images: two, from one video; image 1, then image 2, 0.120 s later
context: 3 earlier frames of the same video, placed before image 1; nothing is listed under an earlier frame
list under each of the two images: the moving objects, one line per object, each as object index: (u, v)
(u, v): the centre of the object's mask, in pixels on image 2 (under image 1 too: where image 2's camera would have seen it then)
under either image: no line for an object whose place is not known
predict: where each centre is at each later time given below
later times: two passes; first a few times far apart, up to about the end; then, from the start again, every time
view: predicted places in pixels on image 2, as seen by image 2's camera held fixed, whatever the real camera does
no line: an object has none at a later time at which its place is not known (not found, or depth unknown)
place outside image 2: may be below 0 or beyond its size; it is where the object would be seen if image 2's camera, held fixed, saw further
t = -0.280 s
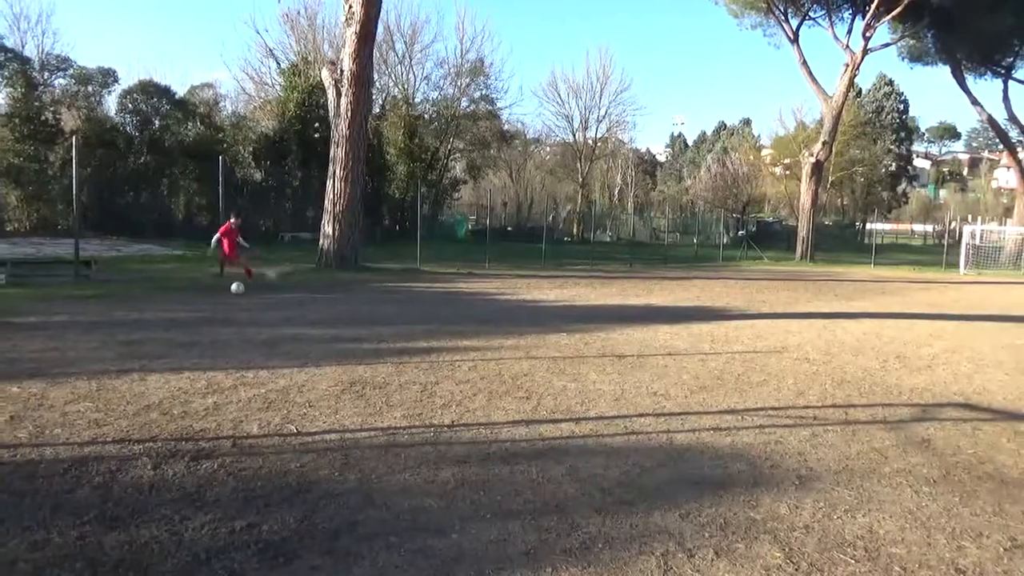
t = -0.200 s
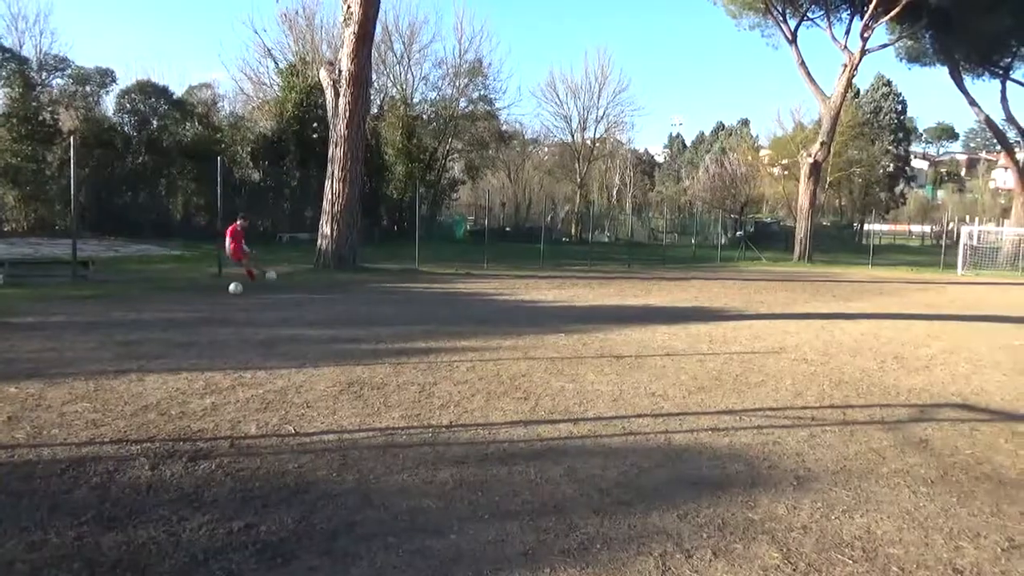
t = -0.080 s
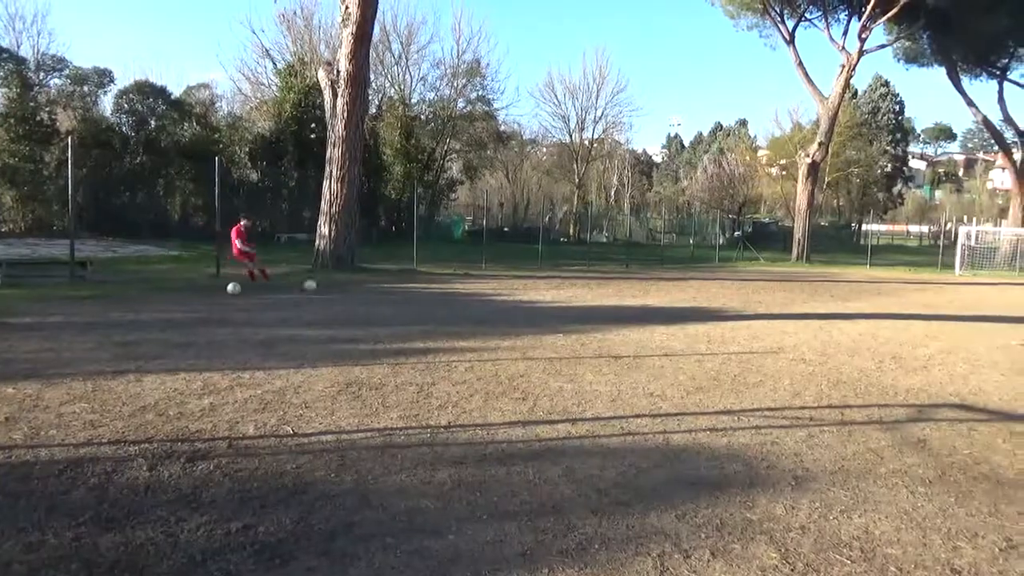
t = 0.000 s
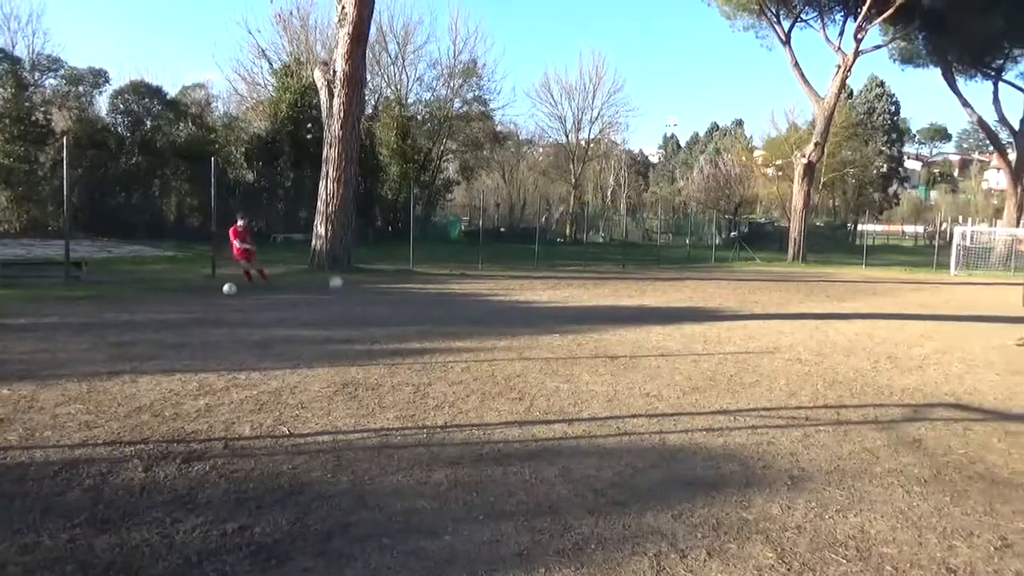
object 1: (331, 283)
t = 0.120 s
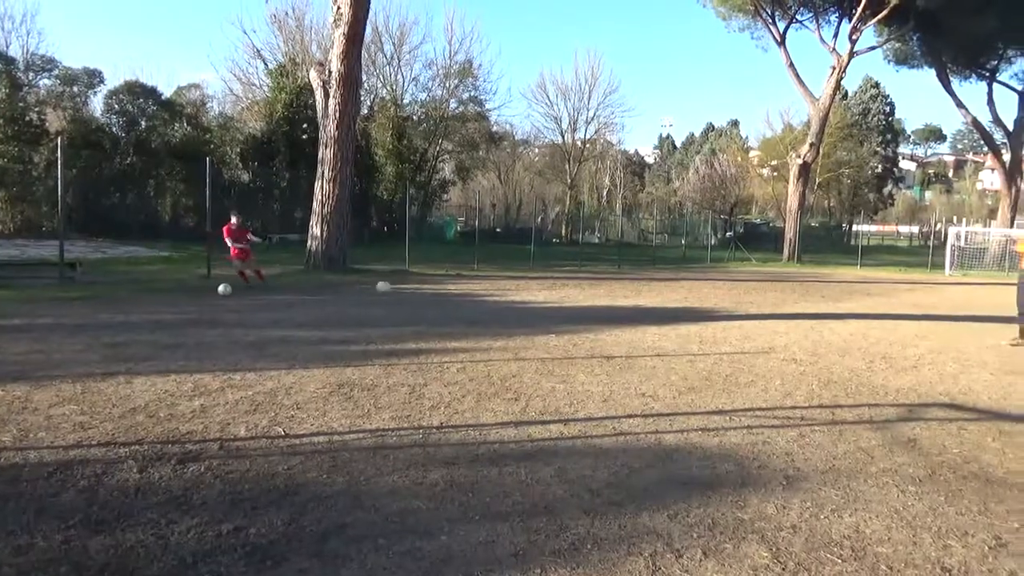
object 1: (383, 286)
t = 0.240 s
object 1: (444, 301)
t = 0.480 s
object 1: (587, 321)
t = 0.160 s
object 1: (402, 290)
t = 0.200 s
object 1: (423, 296)
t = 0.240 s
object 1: (444, 301)
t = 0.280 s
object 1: (467, 310)
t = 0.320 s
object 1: (490, 317)
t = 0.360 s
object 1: (511, 316)
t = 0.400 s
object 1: (535, 316)
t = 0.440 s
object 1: (560, 318)
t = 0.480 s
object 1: (587, 321)
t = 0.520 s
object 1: (615, 326)
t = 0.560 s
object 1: (647, 335)
